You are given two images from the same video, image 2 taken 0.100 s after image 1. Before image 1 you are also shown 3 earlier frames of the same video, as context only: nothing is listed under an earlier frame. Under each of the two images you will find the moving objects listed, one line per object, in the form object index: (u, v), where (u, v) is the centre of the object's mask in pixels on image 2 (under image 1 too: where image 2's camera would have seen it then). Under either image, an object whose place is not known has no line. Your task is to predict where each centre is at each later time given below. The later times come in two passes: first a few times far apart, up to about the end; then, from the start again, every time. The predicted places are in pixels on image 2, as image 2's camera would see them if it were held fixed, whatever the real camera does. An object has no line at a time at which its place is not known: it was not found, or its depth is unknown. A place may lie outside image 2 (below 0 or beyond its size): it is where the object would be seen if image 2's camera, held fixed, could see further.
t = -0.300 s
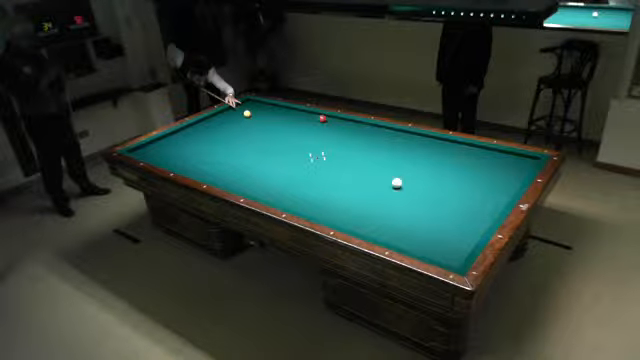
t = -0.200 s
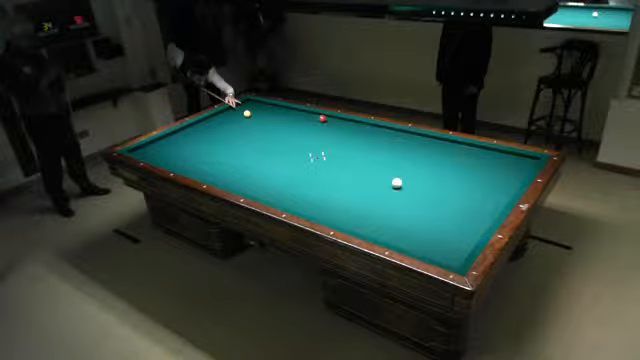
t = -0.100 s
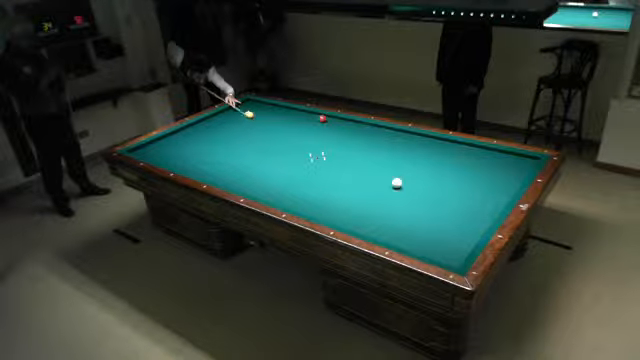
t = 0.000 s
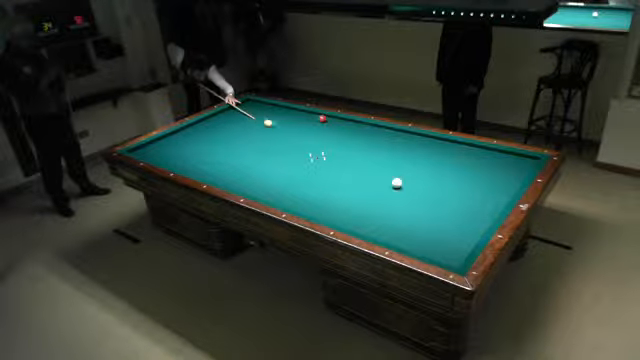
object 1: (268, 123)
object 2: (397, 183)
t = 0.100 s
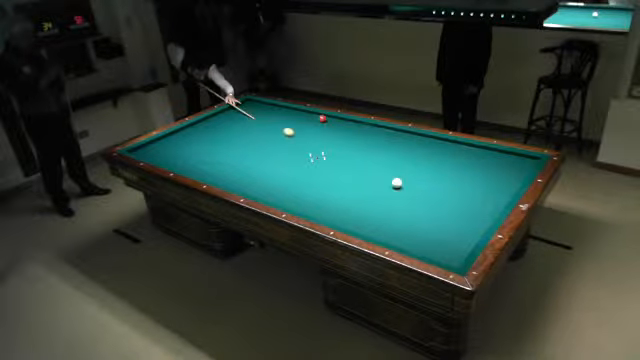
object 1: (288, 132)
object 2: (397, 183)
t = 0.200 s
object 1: (309, 141)
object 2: (397, 183)
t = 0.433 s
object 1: (360, 164)
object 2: (397, 183)
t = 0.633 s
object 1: (399, 178)
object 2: (402, 189)
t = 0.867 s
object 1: (418, 175)
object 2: (426, 216)
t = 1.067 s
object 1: (431, 171)
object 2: (447, 241)
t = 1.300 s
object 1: (445, 167)
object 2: (439, 253)
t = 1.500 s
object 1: (457, 165)
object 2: (424, 247)
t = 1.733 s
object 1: (470, 162)
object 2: (411, 236)
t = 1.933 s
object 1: (481, 159)
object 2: (401, 227)
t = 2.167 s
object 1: (493, 156)
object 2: (391, 217)
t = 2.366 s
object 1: (504, 153)
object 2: (383, 209)
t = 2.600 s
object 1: (508, 155)
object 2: (374, 200)
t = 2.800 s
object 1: (510, 158)
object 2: (368, 194)
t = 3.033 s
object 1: (513, 161)
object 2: (360, 186)
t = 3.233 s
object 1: (515, 164)
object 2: (354, 180)
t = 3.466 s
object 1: (517, 166)
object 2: (348, 174)
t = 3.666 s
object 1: (520, 169)
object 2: (342, 169)
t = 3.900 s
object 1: (522, 172)
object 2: (337, 164)
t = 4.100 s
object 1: (522, 174)
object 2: (332, 159)
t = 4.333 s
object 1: (519, 175)
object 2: (327, 154)
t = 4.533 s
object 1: (517, 176)
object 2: (323, 150)
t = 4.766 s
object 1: (514, 177)
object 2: (319, 146)
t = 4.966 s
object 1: (513, 177)
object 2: (315, 142)
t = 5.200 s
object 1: (511, 178)
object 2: (311, 139)
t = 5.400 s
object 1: (509, 178)
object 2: (307, 136)
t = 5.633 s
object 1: (508, 179)
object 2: (304, 133)
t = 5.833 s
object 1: (506, 179)
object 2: (301, 129)
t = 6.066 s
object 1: (505, 180)
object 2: (298, 126)
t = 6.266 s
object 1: (504, 180)
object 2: (295, 124)
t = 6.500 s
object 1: (504, 180)
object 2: (292, 122)
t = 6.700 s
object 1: (504, 180)
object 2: (290, 119)
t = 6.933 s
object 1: (504, 180)
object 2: (287, 117)
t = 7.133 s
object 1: (503, 180)
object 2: (285, 116)
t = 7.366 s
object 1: (503, 180)
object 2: (283, 113)
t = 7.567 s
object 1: (503, 180)
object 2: (281, 111)
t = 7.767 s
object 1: (504, 180)
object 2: (279, 110)
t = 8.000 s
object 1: (504, 180)
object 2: (277, 108)
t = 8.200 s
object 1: (503, 181)
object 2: (275, 107)
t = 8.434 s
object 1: (503, 181)
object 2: (273, 105)
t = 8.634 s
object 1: (504, 181)
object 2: (271, 104)
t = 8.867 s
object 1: (504, 181)
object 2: (267, 104)
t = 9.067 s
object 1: (504, 181)
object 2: (264, 104)
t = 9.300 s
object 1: (504, 181)
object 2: (261, 104)
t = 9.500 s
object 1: (504, 181)
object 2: (259, 104)
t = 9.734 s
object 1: (504, 181)
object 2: (256, 104)
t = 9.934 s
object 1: (504, 181)
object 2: (254, 104)
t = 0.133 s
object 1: (295, 135)
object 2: (397, 183)
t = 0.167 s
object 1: (302, 138)
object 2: (397, 183)
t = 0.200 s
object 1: (309, 141)
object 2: (397, 183)
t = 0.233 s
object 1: (316, 144)
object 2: (397, 183)
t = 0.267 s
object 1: (324, 147)
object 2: (397, 183)
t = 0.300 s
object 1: (331, 151)
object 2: (397, 183)
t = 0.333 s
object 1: (338, 154)
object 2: (397, 183)
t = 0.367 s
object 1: (345, 157)
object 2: (397, 183)
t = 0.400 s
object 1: (353, 161)
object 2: (397, 183)
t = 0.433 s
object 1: (360, 164)
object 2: (397, 183)
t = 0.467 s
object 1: (368, 167)
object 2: (397, 183)
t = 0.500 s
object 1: (375, 170)
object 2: (397, 183)
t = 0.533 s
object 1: (382, 174)
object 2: (397, 183)
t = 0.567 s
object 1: (389, 176)
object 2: (397, 183)
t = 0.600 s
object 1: (395, 177)
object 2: (399, 185)
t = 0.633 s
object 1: (399, 178)
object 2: (402, 189)
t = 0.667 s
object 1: (403, 178)
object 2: (406, 193)
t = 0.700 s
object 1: (406, 177)
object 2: (409, 197)
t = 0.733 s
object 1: (409, 177)
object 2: (413, 201)
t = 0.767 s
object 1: (411, 176)
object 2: (416, 205)
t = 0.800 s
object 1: (413, 176)
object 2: (419, 209)
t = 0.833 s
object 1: (415, 175)
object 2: (423, 213)
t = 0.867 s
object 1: (418, 175)
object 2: (426, 216)
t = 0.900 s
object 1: (420, 174)
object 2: (429, 220)
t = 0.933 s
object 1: (422, 173)
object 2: (433, 224)
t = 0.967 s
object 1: (424, 173)
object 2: (437, 228)
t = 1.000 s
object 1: (426, 172)
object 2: (440, 232)
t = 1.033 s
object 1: (428, 172)
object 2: (443, 237)
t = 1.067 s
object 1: (431, 171)
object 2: (447, 241)
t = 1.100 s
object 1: (432, 171)
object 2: (452, 246)
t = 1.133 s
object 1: (435, 170)
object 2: (456, 250)
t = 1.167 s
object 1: (437, 170)
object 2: (459, 254)
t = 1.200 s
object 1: (439, 169)
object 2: (457, 256)
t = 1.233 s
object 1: (441, 169)
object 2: (451, 255)
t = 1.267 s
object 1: (443, 168)
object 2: (445, 254)
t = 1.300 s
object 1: (445, 167)
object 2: (439, 253)
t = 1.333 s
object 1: (447, 167)
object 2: (434, 253)
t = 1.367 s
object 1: (449, 167)
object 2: (431, 252)
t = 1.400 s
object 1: (450, 166)
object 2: (430, 250)
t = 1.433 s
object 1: (453, 166)
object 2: (427, 250)
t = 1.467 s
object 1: (455, 165)
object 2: (425, 249)
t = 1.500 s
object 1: (457, 165)
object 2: (424, 247)
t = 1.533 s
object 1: (459, 164)
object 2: (422, 246)
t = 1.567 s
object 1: (460, 164)
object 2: (420, 244)
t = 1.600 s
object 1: (462, 164)
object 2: (418, 242)
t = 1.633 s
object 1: (464, 163)
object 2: (416, 240)
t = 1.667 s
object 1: (466, 163)
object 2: (415, 239)
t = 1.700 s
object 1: (468, 162)
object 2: (413, 238)
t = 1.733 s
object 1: (470, 162)
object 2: (411, 236)
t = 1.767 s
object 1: (472, 161)
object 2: (409, 234)
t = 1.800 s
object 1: (474, 161)
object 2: (407, 233)
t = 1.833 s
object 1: (475, 160)
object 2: (406, 231)
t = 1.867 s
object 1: (477, 160)
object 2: (405, 230)
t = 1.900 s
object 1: (479, 159)
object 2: (403, 228)
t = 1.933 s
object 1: (481, 159)
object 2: (401, 227)
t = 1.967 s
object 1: (482, 159)
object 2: (400, 225)
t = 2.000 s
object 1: (484, 158)
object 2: (399, 224)
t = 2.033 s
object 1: (486, 157)
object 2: (397, 222)
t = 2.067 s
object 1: (488, 157)
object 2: (395, 221)
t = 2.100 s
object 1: (490, 157)
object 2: (394, 219)
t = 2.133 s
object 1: (491, 156)
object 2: (393, 218)
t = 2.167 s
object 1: (493, 156)
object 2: (391, 217)
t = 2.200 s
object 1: (495, 155)
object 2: (390, 215)
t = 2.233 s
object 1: (497, 155)
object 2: (389, 214)
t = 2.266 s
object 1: (498, 154)
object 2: (387, 213)
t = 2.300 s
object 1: (500, 154)
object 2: (386, 211)
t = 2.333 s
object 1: (502, 154)
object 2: (385, 210)
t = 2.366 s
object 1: (504, 153)
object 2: (383, 209)
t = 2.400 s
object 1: (505, 153)
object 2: (382, 208)
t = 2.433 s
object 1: (506, 153)
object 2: (380, 206)
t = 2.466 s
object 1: (506, 153)
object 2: (379, 205)
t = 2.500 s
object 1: (507, 154)
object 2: (378, 204)
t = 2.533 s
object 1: (507, 154)
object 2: (377, 203)
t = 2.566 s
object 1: (507, 155)
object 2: (376, 201)
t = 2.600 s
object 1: (508, 155)
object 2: (374, 200)
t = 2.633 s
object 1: (508, 155)
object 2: (373, 199)
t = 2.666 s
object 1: (509, 156)
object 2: (372, 198)
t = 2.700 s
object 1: (509, 156)
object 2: (371, 197)
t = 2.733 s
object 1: (509, 157)
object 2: (370, 196)
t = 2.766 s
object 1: (510, 157)
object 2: (369, 195)
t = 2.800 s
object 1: (510, 158)
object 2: (368, 194)
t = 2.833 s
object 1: (510, 158)
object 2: (366, 192)
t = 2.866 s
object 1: (511, 158)
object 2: (366, 192)
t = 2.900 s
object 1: (512, 159)
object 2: (364, 190)
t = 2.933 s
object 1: (512, 160)
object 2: (363, 189)
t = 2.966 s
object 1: (512, 160)
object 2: (362, 188)
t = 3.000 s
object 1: (512, 161)
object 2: (361, 187)
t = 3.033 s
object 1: (513, 161)
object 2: (360, 186)
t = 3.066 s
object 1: (513, 161)
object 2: (359, 185)
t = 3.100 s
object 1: (513, 162)
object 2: (358, 184)
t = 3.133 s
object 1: (514, 162)
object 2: (357, 183)
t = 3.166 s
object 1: (515, 163)
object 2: (356, 182)
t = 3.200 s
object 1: (515, 163)
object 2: (355, 181)
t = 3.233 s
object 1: (515, 164)
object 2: (354, 180)
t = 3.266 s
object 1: (516, 164)
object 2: (353, 179)
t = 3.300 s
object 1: (516, 165)
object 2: (352, 178)
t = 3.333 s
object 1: (516, 165)
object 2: (351, 177)
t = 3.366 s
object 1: (516, 165)
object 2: (350, 177)
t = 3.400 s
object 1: (517, 166)
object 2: (349, 176)
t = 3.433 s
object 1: (517, 166)
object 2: (349, 175)
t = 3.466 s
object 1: (517, 166)
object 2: (348, 174)
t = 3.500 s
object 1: (518, 167)
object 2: (347, 173)
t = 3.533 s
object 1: (518, 167)
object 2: (346, 172)
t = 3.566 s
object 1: (519, 168)
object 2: (345, 171)
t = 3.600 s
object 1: (519, 168)
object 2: (344, 170)
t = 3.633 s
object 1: (519, 169)
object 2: (343, 169)
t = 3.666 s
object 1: (520, 169)
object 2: (342, 169)
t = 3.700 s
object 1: (520, 170)
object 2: (341, 168)
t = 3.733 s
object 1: (520, 170)
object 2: (341, 167)
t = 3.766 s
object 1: (521, 171)
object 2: (340, 166)
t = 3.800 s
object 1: (521, 171)
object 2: (339, 166)
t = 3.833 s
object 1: (521, 172)
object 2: (338, 165)
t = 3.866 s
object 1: (522, 172)
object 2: (338, 164)
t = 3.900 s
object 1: (522, 172)
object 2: (337, 164)
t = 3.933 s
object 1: (522, 173)
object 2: (336, 163)
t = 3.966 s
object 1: (522, 173)
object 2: (335, 162)
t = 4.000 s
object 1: (523, 173)
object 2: (335, 161)
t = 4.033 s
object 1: (523, 173)
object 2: (334, 161)
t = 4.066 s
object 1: (522, 174)
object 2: (333, 160)
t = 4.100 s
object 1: (522, 174)
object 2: (332, 159)
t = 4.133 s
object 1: (522, 174)
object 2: (331, 158)
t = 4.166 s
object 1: (521, 174)
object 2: (331, 158)
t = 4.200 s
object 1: (521, 174)
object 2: (330, 157)
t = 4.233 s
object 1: (520, 175)
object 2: (329, 156)
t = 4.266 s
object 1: (520, 175)
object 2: (329, 156)
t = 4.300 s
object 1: (519, 175)
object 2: (328, 155)
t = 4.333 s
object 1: (519, 175)
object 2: (327, 154)
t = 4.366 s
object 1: (519, 175)
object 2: (327, 153)
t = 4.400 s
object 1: (519, 175)
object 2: (326, 153)
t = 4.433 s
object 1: (518, 175)
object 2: (325, 152)
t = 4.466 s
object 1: (518, 176)
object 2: (324, 151)
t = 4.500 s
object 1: (518, 175)
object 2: (324, 151)
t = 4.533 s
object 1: (517, 176)
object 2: (323, 150)
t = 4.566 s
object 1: (517, 176)
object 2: (323, 149)
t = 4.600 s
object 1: (516, 176)
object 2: (322, 149)
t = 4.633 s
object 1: (516, 176)
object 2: (322, 148)
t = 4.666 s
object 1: (516, 176)
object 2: (321, 148)
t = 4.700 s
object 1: (515, 176)
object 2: (320, 147)
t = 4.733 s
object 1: (515, 176)
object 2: (319, 146)
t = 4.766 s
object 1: (514, 177)
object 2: (319, 146)
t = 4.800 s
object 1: (514, 177)
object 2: (318, 145)
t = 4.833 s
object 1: (514, 177)
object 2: (317, 145)
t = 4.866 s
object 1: (514, 177)
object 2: (317, 144)
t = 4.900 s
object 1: (513, 177)
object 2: (316, 143)
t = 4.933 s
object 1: (513, 177)
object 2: (316, 143)
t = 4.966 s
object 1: (513, 177)
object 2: (315, 142)
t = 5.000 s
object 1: (512, 177)
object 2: (315, 142)
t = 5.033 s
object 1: (512, 177)
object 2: (314, 141)
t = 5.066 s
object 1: (512, 177)
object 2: (314, 141)
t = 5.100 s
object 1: (512, 177)
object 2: (313, 141)
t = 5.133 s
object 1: (511, 178)
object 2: (312, 140)
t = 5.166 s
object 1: (511, 178)
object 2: (312, 139)
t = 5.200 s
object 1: (511, 178)
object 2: (311, 139)
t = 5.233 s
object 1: (511, 178)
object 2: (310, 138)
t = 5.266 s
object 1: (511, 178)
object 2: (310, 138)
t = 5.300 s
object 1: (510, 178)
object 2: (309, 137)
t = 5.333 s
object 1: (510, 178)
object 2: (309, 137)
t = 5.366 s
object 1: (510, 178)
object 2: (308, 136)
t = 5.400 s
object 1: (509, 178)
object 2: (307, 136)
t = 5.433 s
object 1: (509, 179)
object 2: (307, 135)
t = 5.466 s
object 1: (509, 179)
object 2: (307, 135)
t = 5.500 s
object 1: (509, 179)
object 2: (306, 134)
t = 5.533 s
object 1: (508, 179)
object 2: (306, 134)
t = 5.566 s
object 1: (508, 179)
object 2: (305, 133)
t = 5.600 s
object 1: (508, 179)
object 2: (305, 133)
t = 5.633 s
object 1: (508, 179)
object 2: (304, 133)
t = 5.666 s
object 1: (507, 179)
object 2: (303, 132)
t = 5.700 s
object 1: (507, 179)
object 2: (303, 131)
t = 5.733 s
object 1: (507, 179)
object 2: (302, 131)
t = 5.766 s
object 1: (507, 179)
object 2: (302, 130)
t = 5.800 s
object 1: (507, 179)
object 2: (301, 130)
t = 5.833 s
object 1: (506, 179)
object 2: (301, 129)
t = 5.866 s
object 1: (506, 179)
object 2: (300, 129)
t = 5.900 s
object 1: (506, 180)
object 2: (300, 129)
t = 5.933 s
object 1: (506, 180)
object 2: (299, 128)
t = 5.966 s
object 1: (505, 179)
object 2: (299, 128)
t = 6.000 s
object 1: (505, 179)
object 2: (299, 128)
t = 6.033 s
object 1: (505, 180)
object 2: (299, 127)
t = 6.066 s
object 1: (505, 180)
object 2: (298, 126)
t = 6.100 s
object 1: (505, 180)
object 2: (297, 126)
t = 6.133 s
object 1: (505, 180)
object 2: (297, 126)
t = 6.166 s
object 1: (505, 180)
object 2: (297, 126)
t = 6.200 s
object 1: (505, 180)
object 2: (296, 125)
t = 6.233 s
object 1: (505, 180)
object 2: (295, 125)
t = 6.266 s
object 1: (504, 180)
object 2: (295, 124)
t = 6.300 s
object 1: (504, 180)
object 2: (294, 124)
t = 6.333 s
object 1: (504, 180)
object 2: (294, 124)
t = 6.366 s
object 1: (504, 180)
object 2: (293, 123)
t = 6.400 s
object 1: (504, 180)
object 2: (293, 123)
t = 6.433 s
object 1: (504, 180)
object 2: (293, 122)
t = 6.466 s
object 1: (504, 180)
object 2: (292, 122)
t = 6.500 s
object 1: (504, 180)
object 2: (292, 122)
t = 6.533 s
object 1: (504, 180)
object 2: (292, 122)
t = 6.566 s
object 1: (504, 180)
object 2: (291, 121)
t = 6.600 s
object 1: (504, 180)
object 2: (291, 120)
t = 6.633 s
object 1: (504, 180)
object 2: (291, 121)
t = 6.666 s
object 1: (504, 180)
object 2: (290, 120)
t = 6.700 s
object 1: (504, 180)
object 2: (290, 119)
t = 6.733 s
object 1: (504, 180)
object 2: (289, 119)
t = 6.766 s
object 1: (504, 180)
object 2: (289, 118)
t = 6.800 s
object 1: (504, 180)
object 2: (289, 118)
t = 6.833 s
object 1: (504, 180)
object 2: (288, 118)
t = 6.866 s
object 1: (504, 180)
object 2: (288, 118)
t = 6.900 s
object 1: (504, 180)
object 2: (287, 117)
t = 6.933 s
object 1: (504, 180)
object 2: (287, 117)
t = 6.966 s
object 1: (504, 180)
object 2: (287, 117)
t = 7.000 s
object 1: (504, 180)
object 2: (287, 117)
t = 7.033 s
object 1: (503, 180)
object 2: (286, 116)
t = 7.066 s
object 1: (503, 180)
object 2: (286, 116)
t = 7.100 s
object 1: (503, 180)
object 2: (286, 116)
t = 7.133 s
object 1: (503, 180)
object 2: (285, 116)
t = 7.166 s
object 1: (503, 180)
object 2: (285, 115)
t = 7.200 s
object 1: (503, 180)
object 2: (284, 115)
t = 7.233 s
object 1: (503, 180)
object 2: (284, 115)
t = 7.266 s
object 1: (503, 180)
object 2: (284, 114)
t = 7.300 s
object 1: (503, 180)
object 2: (283, 113)
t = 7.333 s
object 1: (503, 180)
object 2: (283, 113)
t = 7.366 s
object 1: (503, 180)
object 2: (283, 113)
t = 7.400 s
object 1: (503, 180)
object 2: (283, 113)
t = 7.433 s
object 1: (503, 180)
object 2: (282, 113)
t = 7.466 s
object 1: (503, 180)
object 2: (282, 112)
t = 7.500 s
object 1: (503, 180)
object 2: (282, 112)
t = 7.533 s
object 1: (503, 180)
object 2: (281, 111)
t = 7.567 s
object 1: (503, 180)
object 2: (281, 111)
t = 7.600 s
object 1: (503, 180)
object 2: (280, 111)
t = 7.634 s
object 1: (503, 180)
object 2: (280, 111)
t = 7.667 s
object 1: (503, 180)
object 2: (280, 111)
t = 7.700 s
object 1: (504, 180)
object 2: (280, 110)
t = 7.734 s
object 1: (504, 180)
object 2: (279, 111)
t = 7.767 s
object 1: (504, 180)
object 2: (279, 110)
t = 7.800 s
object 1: (504, 180)
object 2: (279, 110)
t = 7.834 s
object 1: (504, 180)
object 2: (278, 109)
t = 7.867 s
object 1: (504, 180)
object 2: (278, 109)
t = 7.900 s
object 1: (504, 180)
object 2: (278, 109)
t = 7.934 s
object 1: (504, 180)
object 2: (278, 108)
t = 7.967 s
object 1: (504, 180)
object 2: (277, 108)
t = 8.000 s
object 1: (504, 180)
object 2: (277, 108)
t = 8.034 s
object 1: (504, 180)
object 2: (276, 108)
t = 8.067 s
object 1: (504, 180)
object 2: (276, 107)
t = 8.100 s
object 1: (503, 181)
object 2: (276, 107)
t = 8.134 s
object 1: (503, 181)
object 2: (276, 107)
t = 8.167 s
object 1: (503, 181)
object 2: (276, 107)
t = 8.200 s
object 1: (503, 181)
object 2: (275, 107)
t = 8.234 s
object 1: (503, 181)
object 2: (275, 107)
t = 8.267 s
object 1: (503, 181)
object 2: (275, 107)
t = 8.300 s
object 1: (503, 181)
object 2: (274, 106)
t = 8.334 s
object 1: (503, 181)
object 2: (274, 106)
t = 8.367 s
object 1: (503, 181)
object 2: (274, 105)
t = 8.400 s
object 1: (503, 181)
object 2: (274, 105)
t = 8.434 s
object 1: (503, 181)
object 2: (273, 105)
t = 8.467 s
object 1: (503, 181)
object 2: (273, 105)
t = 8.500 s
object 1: (503, 181)
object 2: (273, 105)
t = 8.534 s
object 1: (503, 181)
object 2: (272, 105)
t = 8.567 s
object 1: (503, 181)
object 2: (272, 105)
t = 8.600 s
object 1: (503, 181)
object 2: (271, 105)
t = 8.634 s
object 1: (504, 181)
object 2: (271, 104)
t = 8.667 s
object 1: (504, 181)
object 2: (270, 104)
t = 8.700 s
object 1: (504, 181)
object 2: (269, 104)
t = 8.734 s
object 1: (504, 181)
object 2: (269, 104)
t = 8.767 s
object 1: (504, 181)
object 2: (269, 104)
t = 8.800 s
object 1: (504, 181)
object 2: (268, 104)
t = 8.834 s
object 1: (504, 181)
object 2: (268, 104)
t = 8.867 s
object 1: (504, 181)
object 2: (267, 104)
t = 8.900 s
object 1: (504, 181)
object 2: (267, 104)
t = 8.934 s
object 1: (504, 181)
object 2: (266, 104)
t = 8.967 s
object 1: (504, 181)
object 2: (266, 104)
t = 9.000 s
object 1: (504, 181)
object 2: (265, 104)
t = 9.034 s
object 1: (504, 180)
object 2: (265, 104)
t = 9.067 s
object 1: (504, 181)
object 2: (264, 104)
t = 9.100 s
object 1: (504, 181)
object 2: (264, 104)
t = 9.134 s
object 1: (504, 180)
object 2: (263, 104)
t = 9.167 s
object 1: (504, 181)
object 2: (263, 104)
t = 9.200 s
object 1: (504, 181)
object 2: (263, 104)
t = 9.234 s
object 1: (504, 181)
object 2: (262, 104)
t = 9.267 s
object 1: (504, 181)
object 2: (262, 104)
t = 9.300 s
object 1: (504, 181)
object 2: (261, 104)
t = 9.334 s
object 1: (504, 181)
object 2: (261, 104)
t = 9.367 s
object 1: (504, 181)
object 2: (260, 104)
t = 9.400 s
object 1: (504, 181)
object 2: (260, 104)
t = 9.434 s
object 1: (504, 181)
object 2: (260, 104)
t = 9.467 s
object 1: (504, 181)
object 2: (259, 104)
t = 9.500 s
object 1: (504, 181)
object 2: (259, 104)
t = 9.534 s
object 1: (504, 181)
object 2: (258, 104)
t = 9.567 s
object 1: (504, 181)
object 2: (258, 104)
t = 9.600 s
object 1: (504, 181)
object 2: (258, 104)
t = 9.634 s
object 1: (504, 181)
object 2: (257, 104)
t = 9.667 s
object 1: (504, 181)
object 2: (257, 104)
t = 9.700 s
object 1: (504, 181)
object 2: (256, 104)
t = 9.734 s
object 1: (504, 181)
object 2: (256, 104)
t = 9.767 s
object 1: (504, 181)
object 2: (256, 104)
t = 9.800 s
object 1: (504, 181)
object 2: (256, 104)
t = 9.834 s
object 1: (504, 181)
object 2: (254, 104)
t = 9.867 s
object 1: (504, 181)
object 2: (254, 104)
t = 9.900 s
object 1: (504, 181)
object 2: (254, 104)
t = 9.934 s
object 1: (504, 181)
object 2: (254, 104)
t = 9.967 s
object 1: (504, 181)
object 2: (254, 104)
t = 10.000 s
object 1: (504, 181)
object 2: (253, 104)
